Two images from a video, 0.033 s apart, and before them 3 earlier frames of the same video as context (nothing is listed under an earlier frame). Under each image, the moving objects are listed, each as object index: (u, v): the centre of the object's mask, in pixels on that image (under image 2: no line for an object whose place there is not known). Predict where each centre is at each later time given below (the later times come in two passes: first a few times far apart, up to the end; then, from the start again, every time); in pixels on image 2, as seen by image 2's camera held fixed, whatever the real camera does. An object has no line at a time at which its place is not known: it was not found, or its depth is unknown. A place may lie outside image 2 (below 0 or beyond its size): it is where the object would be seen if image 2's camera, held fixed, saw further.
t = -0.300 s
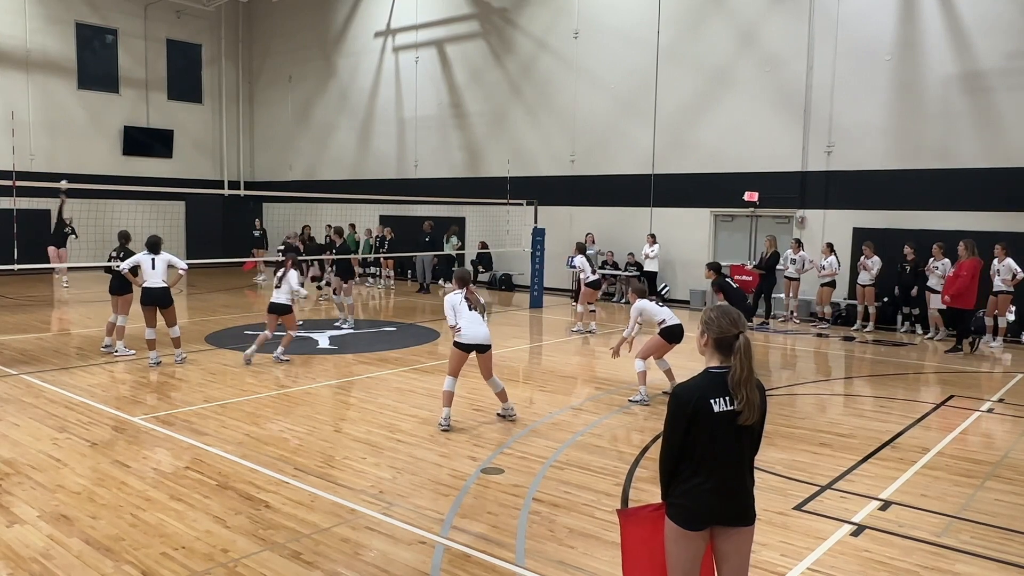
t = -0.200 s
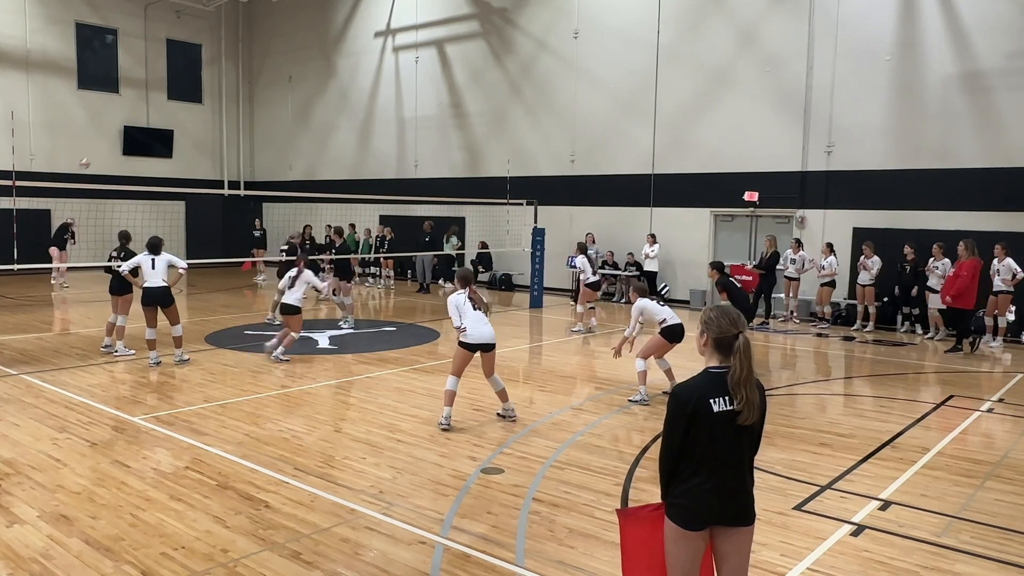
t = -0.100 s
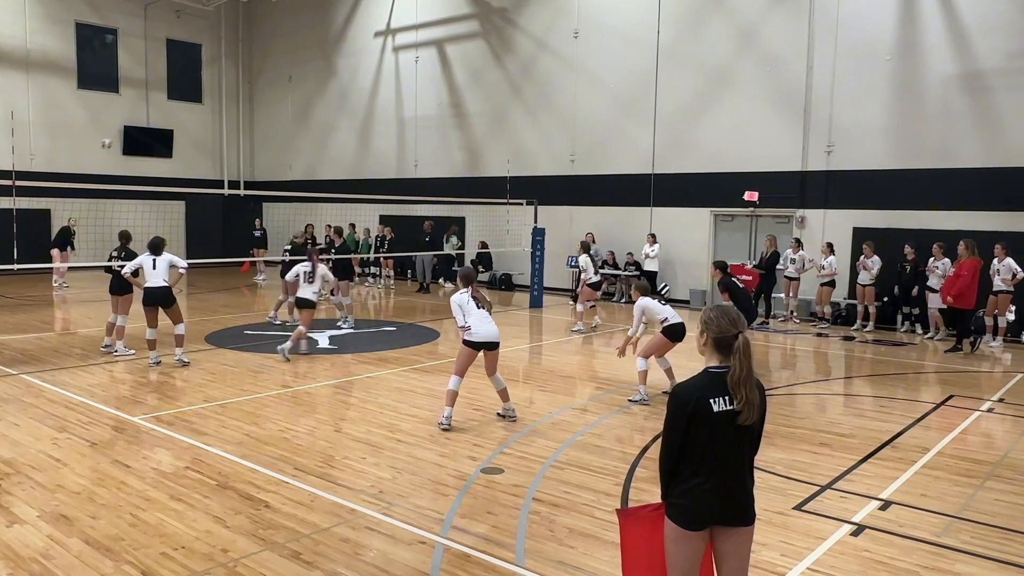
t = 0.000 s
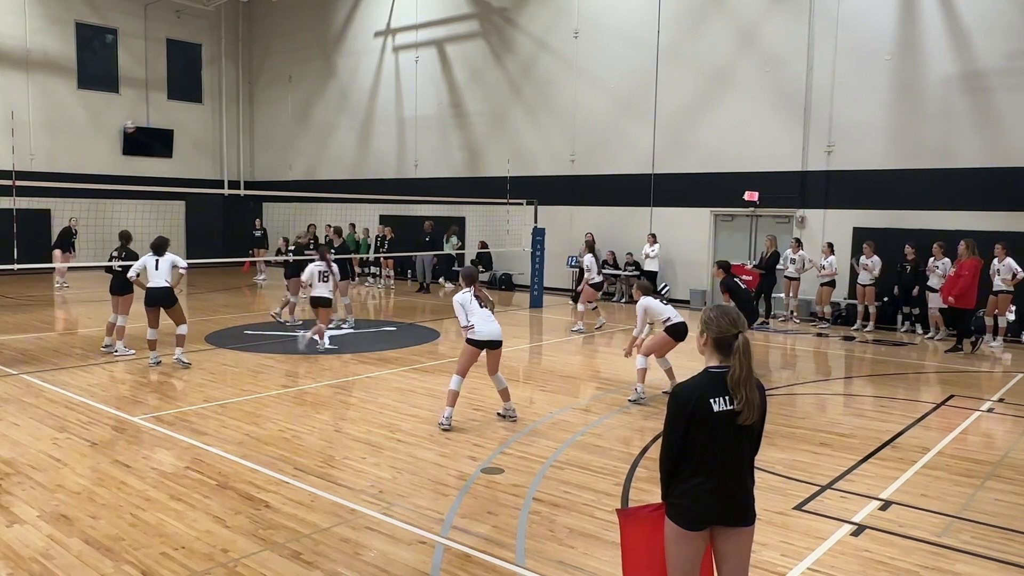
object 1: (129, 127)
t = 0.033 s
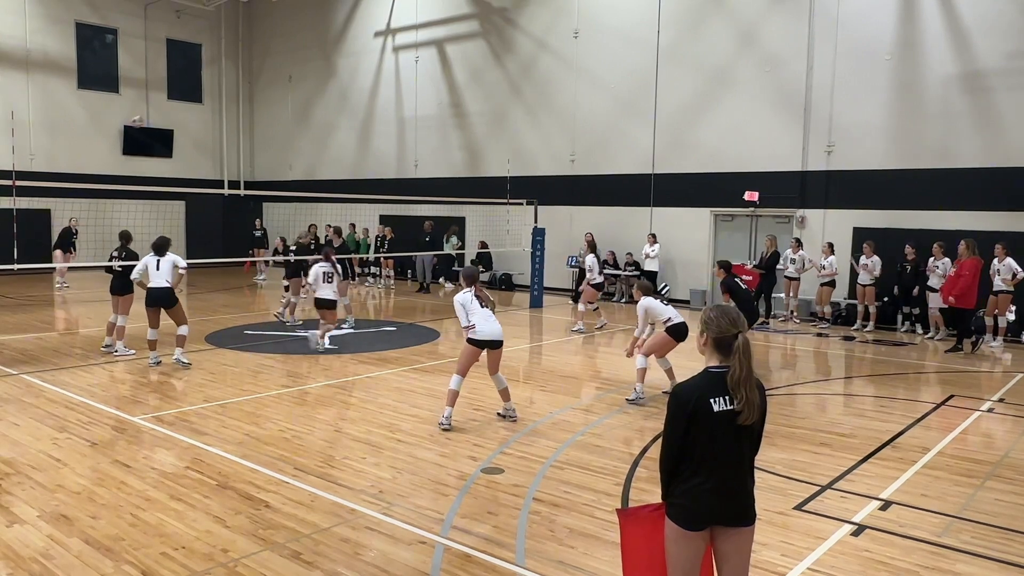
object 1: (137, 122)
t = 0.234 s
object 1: (191, 99)
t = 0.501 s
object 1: (284, 101)
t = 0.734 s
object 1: (386, 150)
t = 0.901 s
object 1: (481, 226)
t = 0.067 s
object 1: (145, 117)
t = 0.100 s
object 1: (154, 113)
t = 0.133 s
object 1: (163, 109)
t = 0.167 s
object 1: (172, 106)
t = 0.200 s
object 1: (182, 102)
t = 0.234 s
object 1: (191, 99)
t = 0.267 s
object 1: (201, 98)
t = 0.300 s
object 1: (212, 95)
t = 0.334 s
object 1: (224, 94)
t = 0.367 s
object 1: (235, 95)
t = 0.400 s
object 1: (246, 95)
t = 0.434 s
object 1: (258, 96)
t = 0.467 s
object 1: (271, 98)
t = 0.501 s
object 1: (284, 101)
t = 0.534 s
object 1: (297, 106)
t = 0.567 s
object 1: (311, 111)
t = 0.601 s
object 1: (324, 115)
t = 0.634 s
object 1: (339, 123)
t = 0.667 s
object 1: (353, 130)
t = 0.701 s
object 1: (369, 139)
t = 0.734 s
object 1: (386, 150)
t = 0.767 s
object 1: (403, 162)
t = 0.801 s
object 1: (422, 176)
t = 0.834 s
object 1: (441, 190)
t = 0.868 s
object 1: (460, 207)
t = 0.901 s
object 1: (481, 226)
